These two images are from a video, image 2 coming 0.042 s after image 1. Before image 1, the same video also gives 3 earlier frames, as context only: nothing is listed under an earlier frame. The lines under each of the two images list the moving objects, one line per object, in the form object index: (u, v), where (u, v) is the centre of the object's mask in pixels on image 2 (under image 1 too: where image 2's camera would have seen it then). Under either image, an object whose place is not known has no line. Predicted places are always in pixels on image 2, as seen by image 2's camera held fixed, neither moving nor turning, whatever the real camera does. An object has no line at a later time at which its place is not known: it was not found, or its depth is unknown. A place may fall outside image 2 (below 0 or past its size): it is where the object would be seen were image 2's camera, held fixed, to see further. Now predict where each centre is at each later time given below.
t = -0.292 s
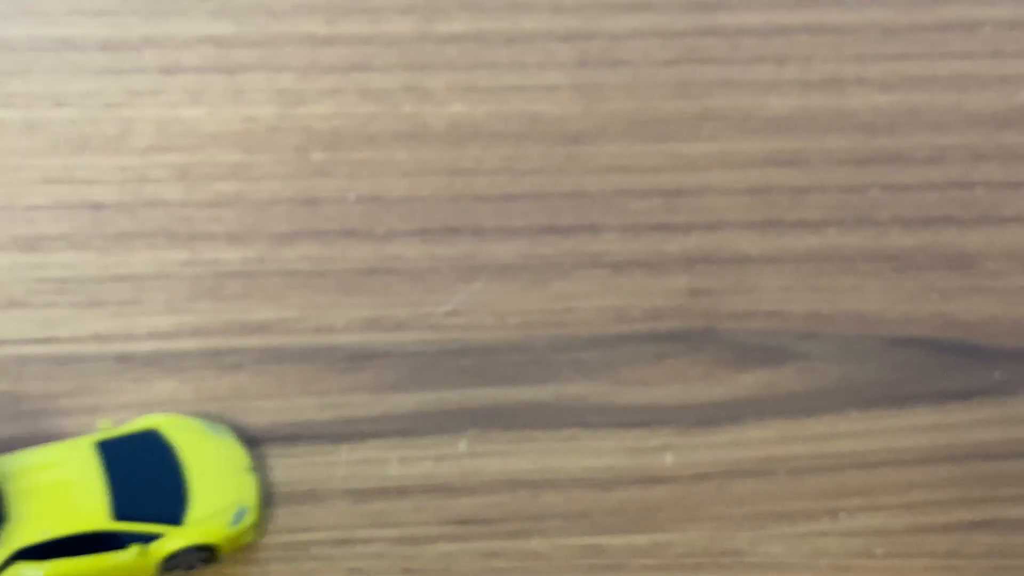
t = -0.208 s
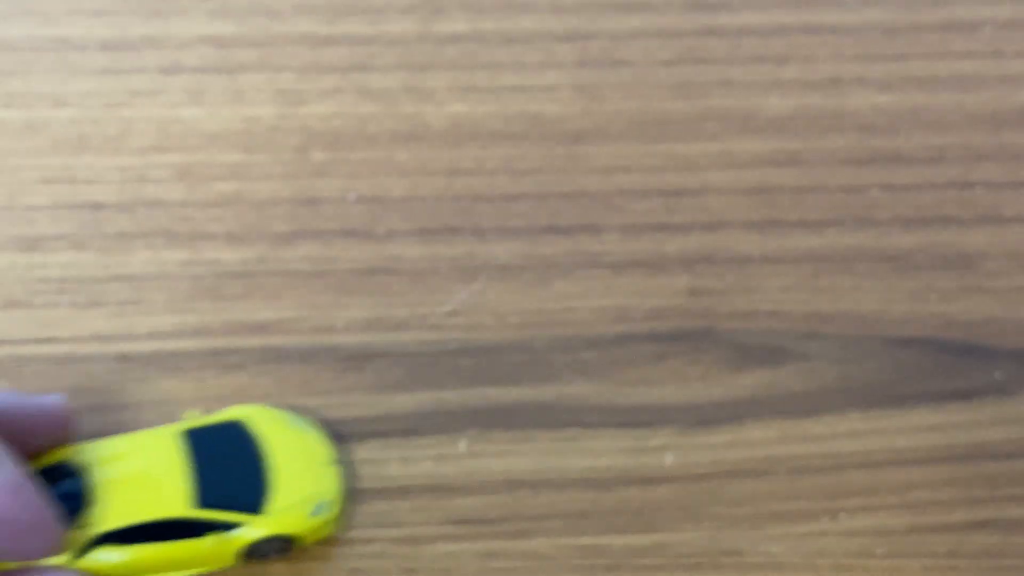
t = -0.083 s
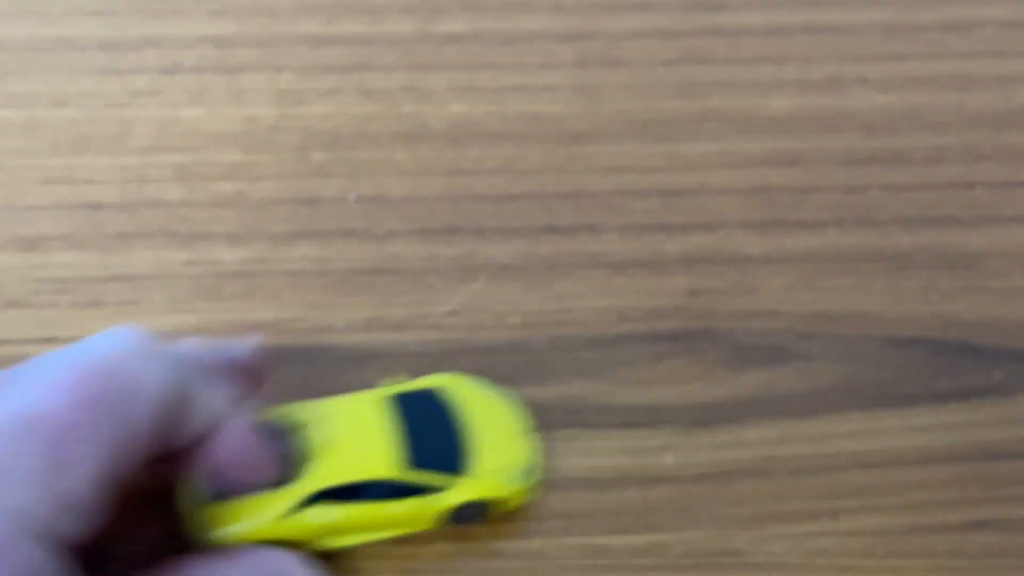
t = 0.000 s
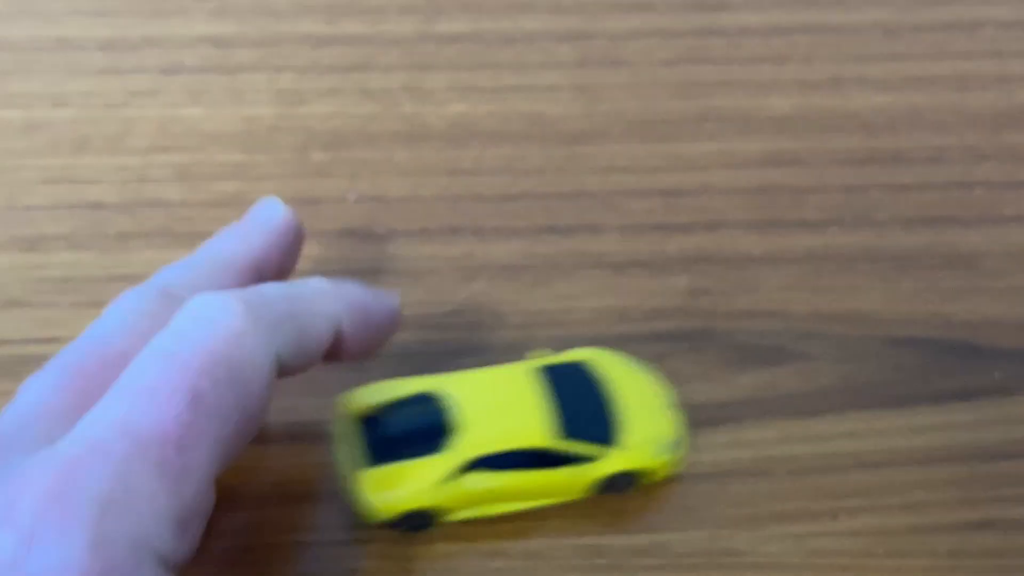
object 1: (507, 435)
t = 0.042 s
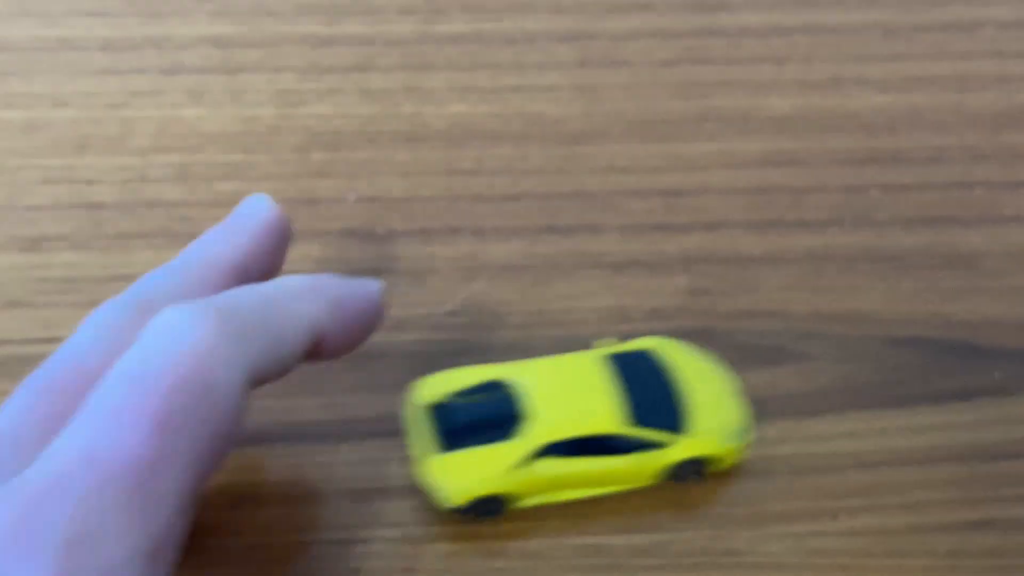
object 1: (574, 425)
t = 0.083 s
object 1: (640, 417)
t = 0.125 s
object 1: (696, 407)
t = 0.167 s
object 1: (753, 401)
